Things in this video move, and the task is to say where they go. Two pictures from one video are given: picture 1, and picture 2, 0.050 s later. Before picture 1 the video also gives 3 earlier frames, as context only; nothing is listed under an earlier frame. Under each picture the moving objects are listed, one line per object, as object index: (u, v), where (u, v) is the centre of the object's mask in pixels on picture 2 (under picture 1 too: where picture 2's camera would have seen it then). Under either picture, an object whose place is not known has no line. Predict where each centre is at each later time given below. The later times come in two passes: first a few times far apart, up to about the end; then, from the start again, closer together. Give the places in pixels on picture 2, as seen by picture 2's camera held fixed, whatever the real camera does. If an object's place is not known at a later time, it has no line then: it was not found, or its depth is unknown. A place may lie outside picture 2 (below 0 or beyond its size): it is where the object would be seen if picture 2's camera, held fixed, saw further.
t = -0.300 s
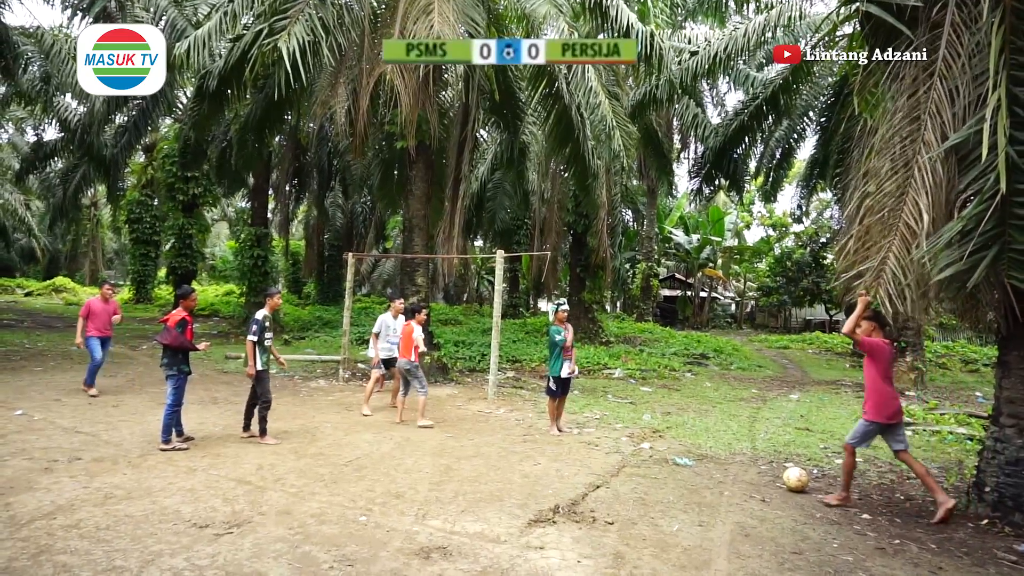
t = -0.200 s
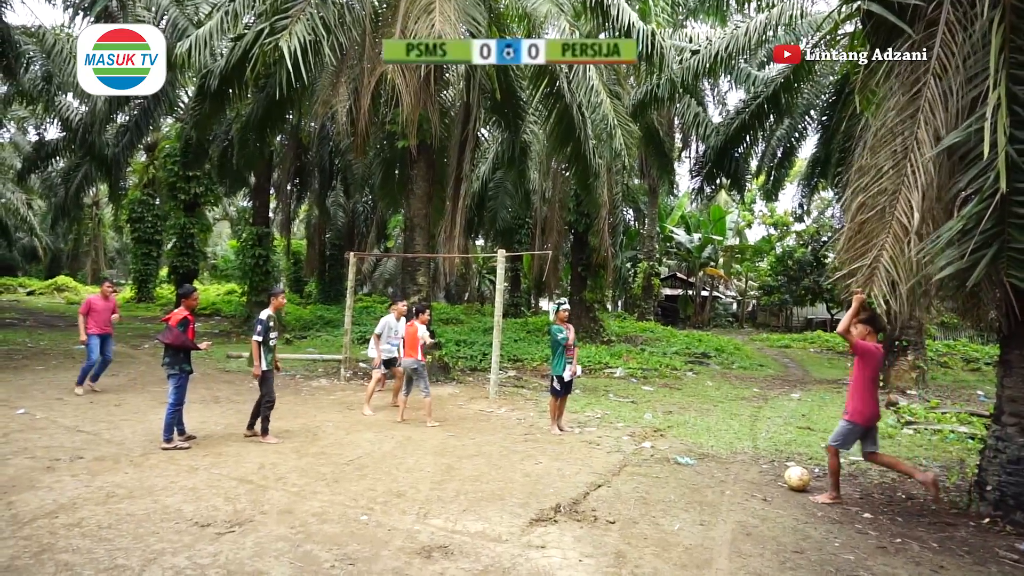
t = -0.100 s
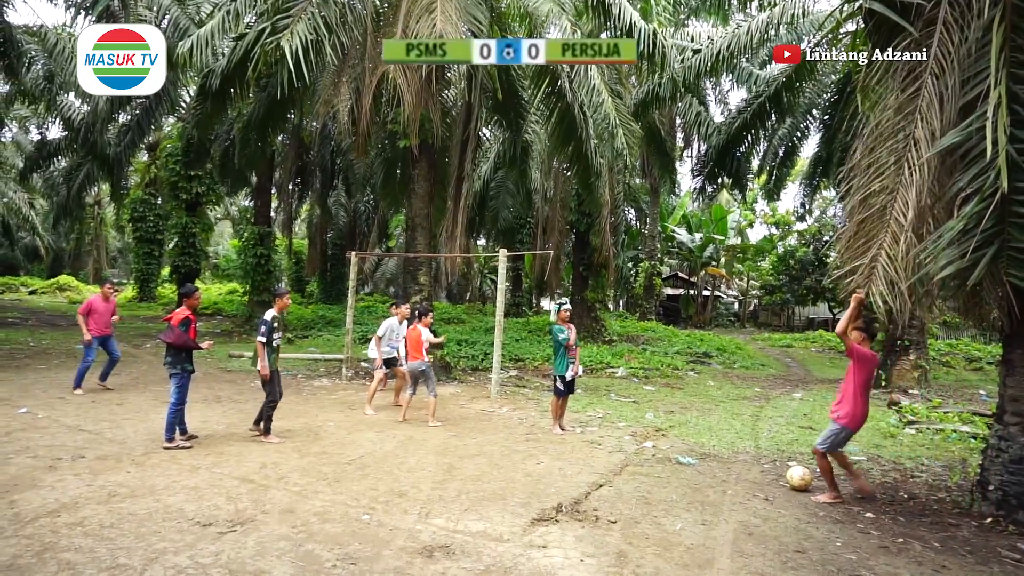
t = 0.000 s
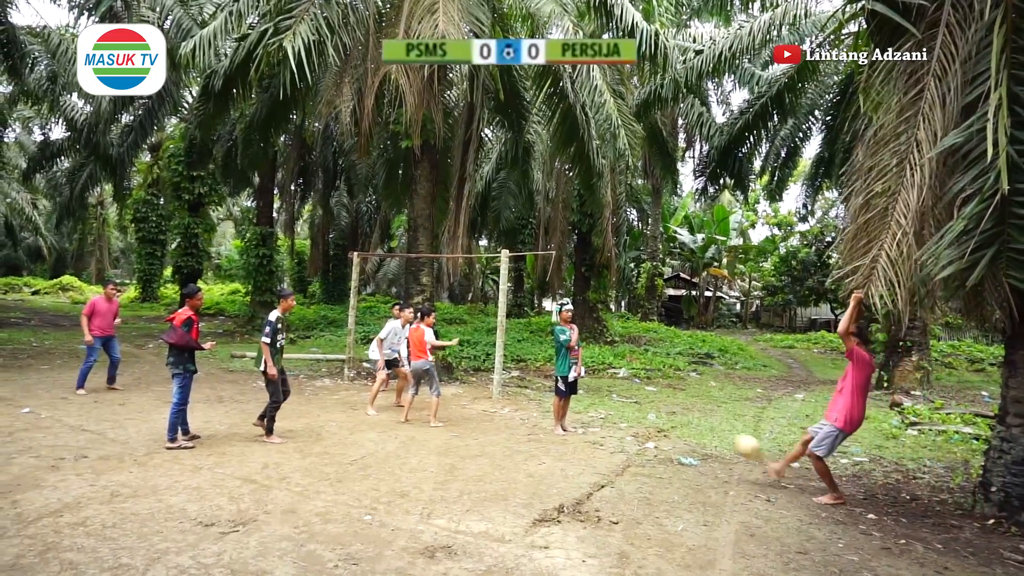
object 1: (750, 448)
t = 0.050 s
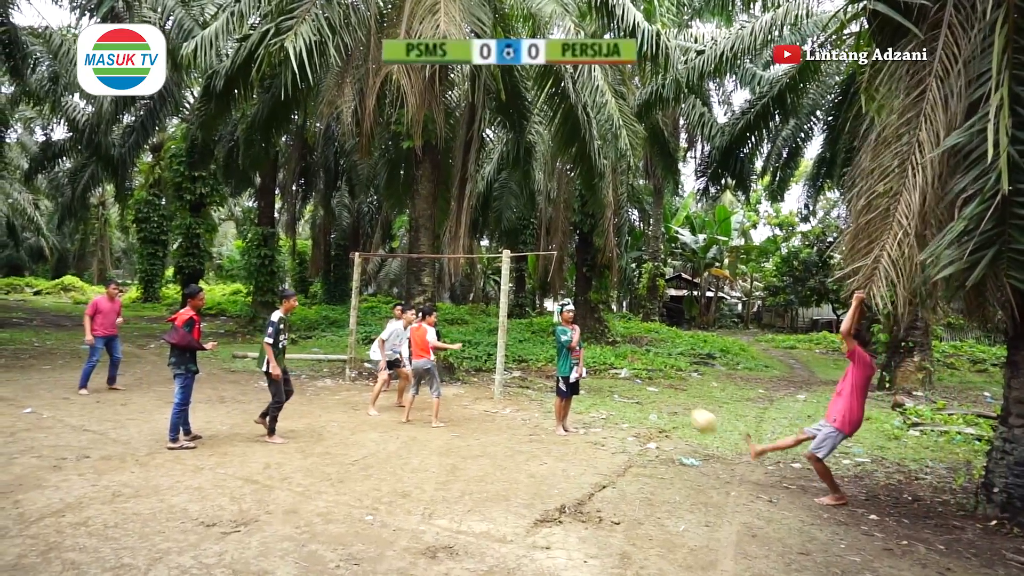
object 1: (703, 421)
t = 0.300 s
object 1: (505, 341)
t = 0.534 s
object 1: (356, 322)
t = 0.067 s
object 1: (688, 413)
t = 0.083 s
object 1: (674, 406)
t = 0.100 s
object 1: (660, 399)
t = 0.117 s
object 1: (646, 392)
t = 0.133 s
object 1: (633, 386)
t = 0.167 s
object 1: (606, 374)
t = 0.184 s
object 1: (592, 369)
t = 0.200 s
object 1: (581, 364)
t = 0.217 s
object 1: (566, 360)
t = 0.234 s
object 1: (554, 356)
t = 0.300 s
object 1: (505, 341)
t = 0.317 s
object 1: (493, 338)
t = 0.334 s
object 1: (483, 335)
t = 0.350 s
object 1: (471, 332)
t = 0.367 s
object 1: (461, 331)
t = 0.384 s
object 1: (449, 328)
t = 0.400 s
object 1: (439, 326)
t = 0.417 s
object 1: (428, 325)
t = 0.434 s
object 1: (418, 324)
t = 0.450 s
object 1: (409, 323)
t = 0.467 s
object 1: (397, 323)
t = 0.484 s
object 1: (385, 322)
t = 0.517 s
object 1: (367, 322)
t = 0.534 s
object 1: (356, 322)
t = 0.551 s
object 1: (346, 322)
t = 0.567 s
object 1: (337, 323)
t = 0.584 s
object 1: (327, 324)
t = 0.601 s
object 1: (318, 325)
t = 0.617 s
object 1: (307, 325)
